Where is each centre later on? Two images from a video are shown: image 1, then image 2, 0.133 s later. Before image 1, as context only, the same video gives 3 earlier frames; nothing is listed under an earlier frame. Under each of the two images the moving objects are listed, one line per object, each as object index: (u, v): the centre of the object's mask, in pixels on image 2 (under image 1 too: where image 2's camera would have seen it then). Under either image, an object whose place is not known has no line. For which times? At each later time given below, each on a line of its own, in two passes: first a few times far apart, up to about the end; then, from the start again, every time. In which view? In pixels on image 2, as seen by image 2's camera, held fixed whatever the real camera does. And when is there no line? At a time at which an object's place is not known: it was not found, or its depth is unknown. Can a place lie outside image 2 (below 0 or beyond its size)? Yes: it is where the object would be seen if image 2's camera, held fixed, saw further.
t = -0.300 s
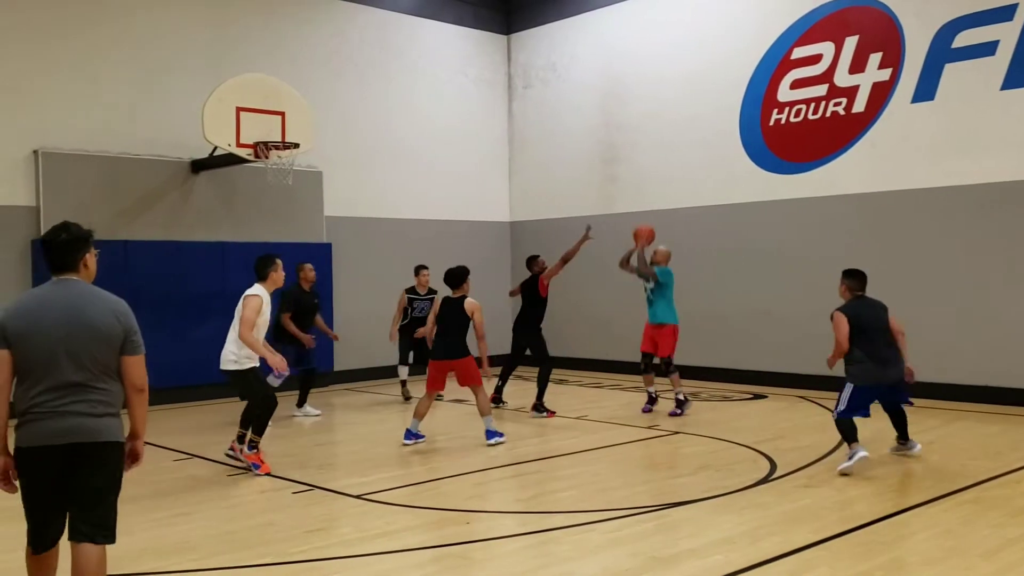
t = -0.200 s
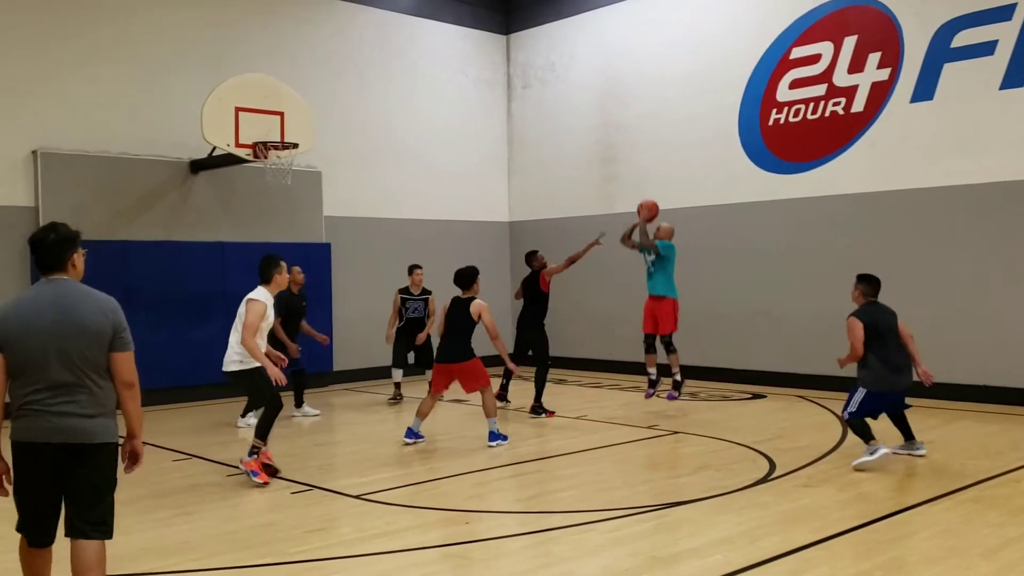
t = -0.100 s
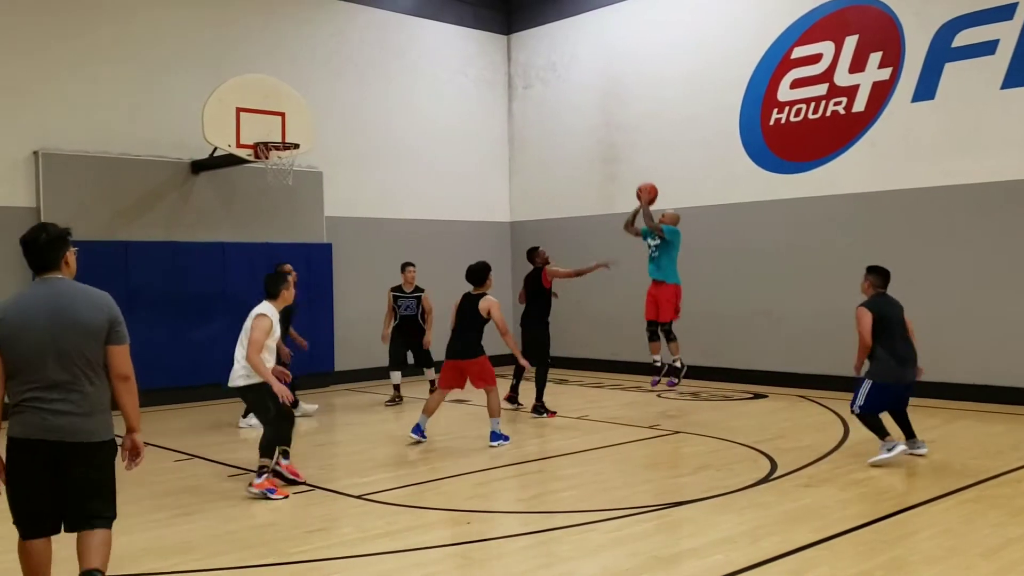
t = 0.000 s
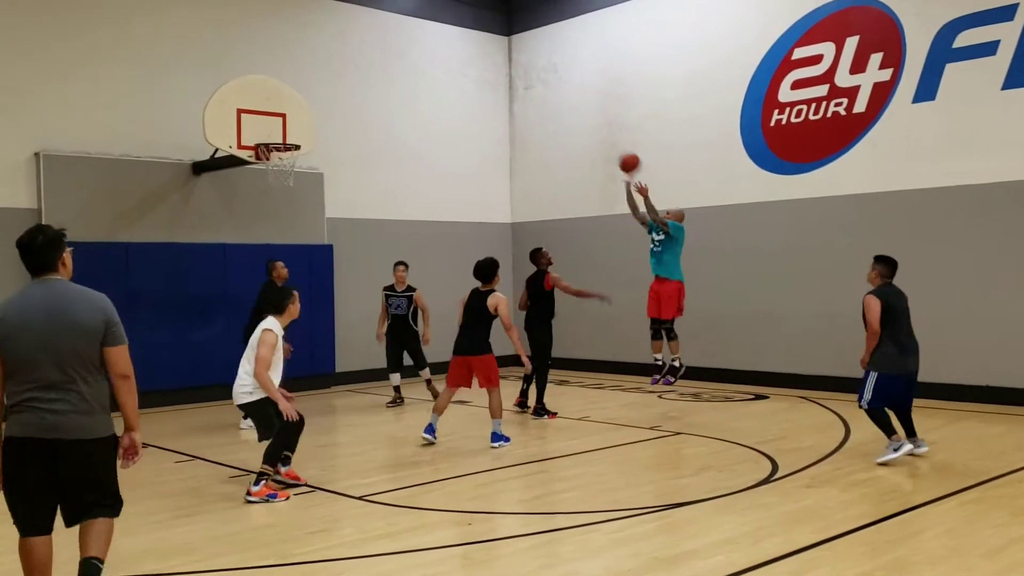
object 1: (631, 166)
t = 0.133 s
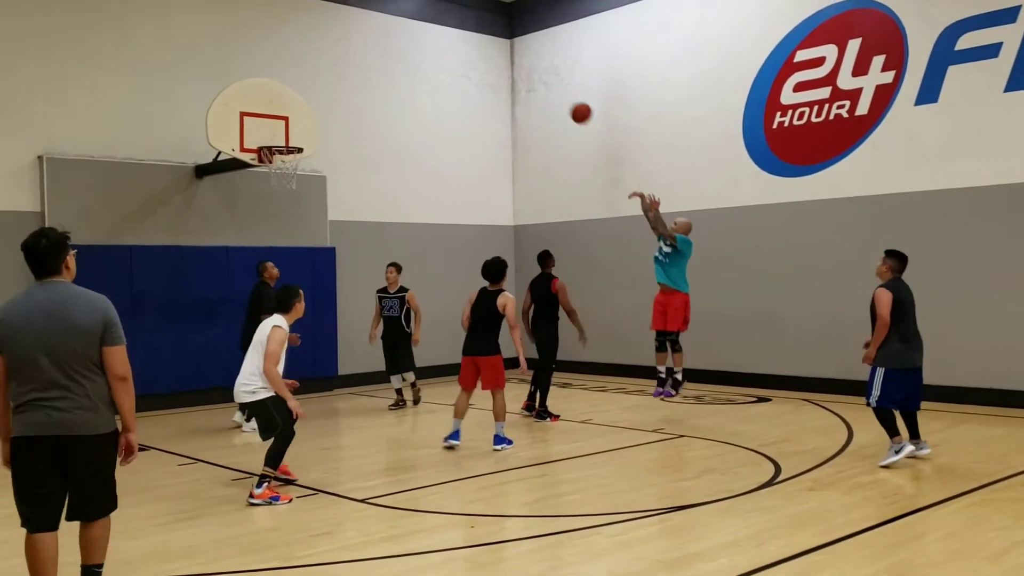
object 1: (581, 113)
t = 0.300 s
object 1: (519, 70)
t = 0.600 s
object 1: (413, 53)
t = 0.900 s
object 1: (313, 113)
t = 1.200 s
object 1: (261, 183)
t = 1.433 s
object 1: (255, 247)
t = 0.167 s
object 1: (568, 102)
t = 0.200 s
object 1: (556, 93)
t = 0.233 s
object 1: (543, 84)
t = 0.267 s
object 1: (531, 76)
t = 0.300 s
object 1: (519, 70)
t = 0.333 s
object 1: (507, 64)
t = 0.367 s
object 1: (495, 59)
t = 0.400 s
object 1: (483, 55)
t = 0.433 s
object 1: (471, 52)
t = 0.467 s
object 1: (459, 50)
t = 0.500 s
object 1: (448, 49)
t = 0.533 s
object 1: (436, 50)
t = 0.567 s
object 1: (425, 51)
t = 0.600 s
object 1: (413, 53)
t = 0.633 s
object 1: (402, 55)
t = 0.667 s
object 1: (390, 59)
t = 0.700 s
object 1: (379, 64)
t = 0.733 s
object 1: (368, 70)
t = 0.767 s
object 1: (357, 77)
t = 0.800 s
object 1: (346, 84)
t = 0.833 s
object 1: (335, 93)
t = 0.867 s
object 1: (324, 103)
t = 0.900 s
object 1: (313, 113)
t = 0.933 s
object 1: (303, 124)
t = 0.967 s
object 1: (291, 137)
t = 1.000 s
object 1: (281, 149)
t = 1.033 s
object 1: (270, 161)
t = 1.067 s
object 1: (266, 168)
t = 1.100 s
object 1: (265, 172)
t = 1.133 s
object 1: (264, 174)
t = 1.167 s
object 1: (263, 178)
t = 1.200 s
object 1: (261, 183)
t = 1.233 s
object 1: (261, 189)
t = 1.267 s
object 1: (259, 197)
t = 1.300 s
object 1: (259, 204)
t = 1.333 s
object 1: (258, 213)
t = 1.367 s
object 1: (257, 224)
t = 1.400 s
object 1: (255, 234)
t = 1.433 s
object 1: (255, 247)
